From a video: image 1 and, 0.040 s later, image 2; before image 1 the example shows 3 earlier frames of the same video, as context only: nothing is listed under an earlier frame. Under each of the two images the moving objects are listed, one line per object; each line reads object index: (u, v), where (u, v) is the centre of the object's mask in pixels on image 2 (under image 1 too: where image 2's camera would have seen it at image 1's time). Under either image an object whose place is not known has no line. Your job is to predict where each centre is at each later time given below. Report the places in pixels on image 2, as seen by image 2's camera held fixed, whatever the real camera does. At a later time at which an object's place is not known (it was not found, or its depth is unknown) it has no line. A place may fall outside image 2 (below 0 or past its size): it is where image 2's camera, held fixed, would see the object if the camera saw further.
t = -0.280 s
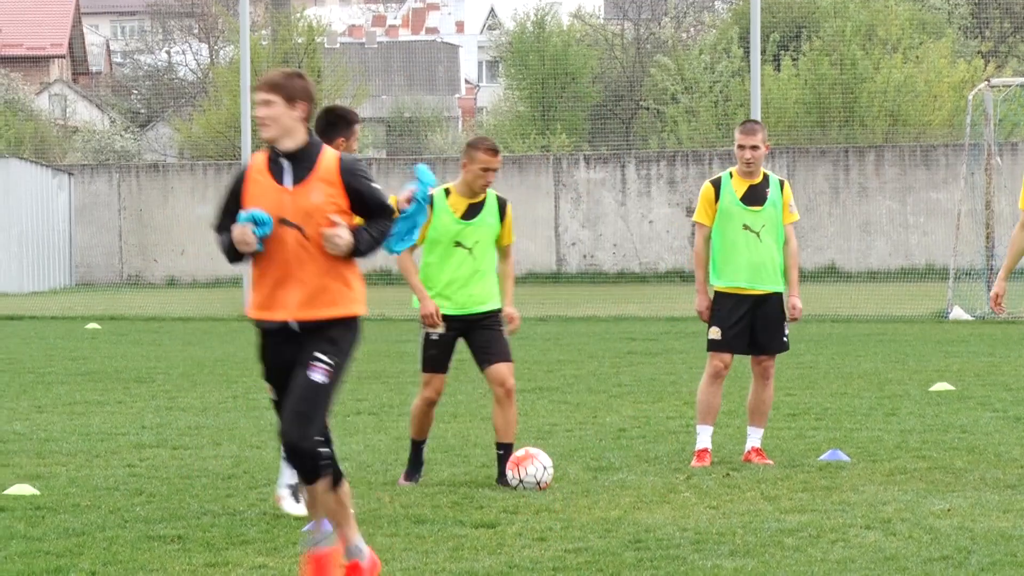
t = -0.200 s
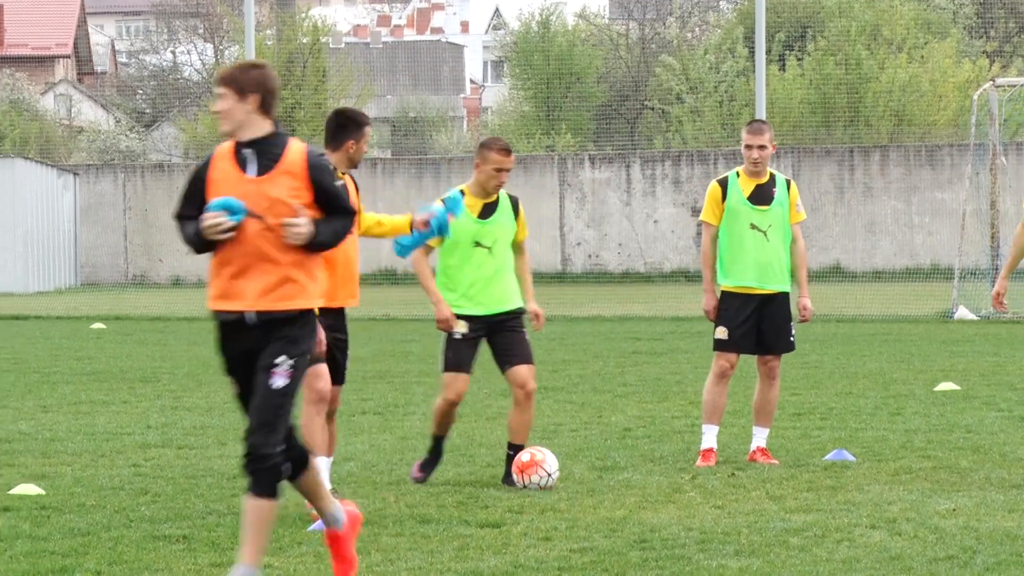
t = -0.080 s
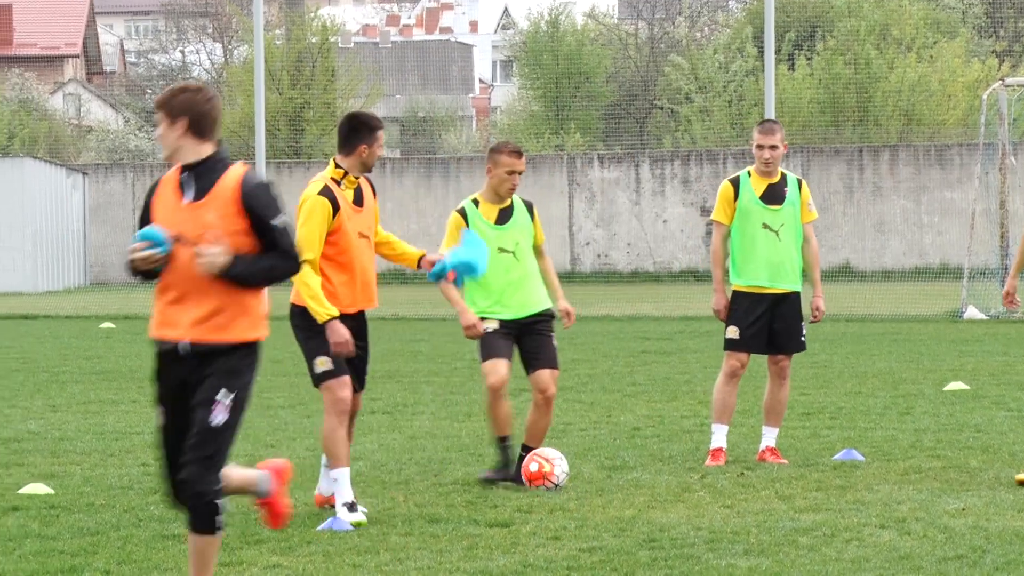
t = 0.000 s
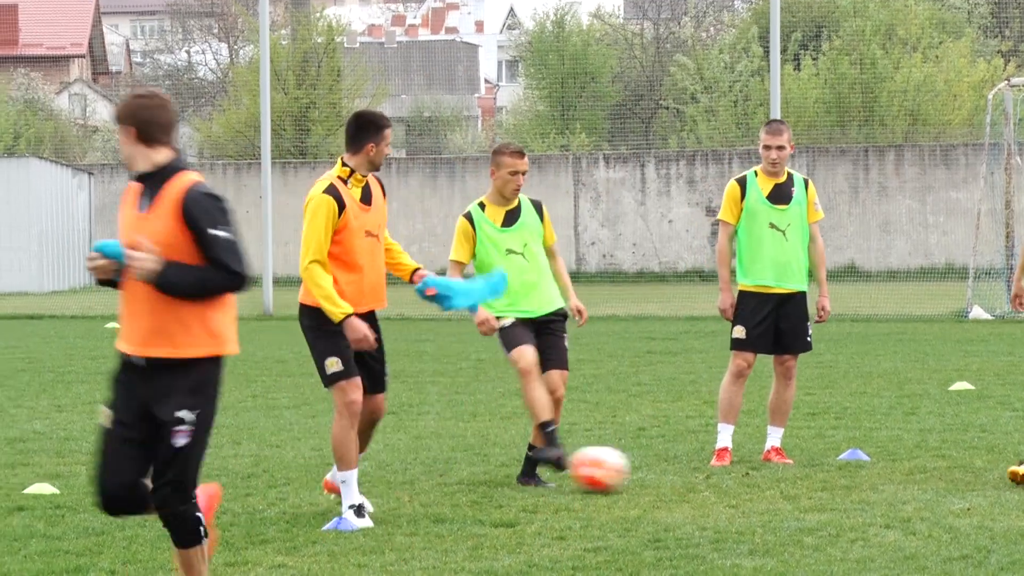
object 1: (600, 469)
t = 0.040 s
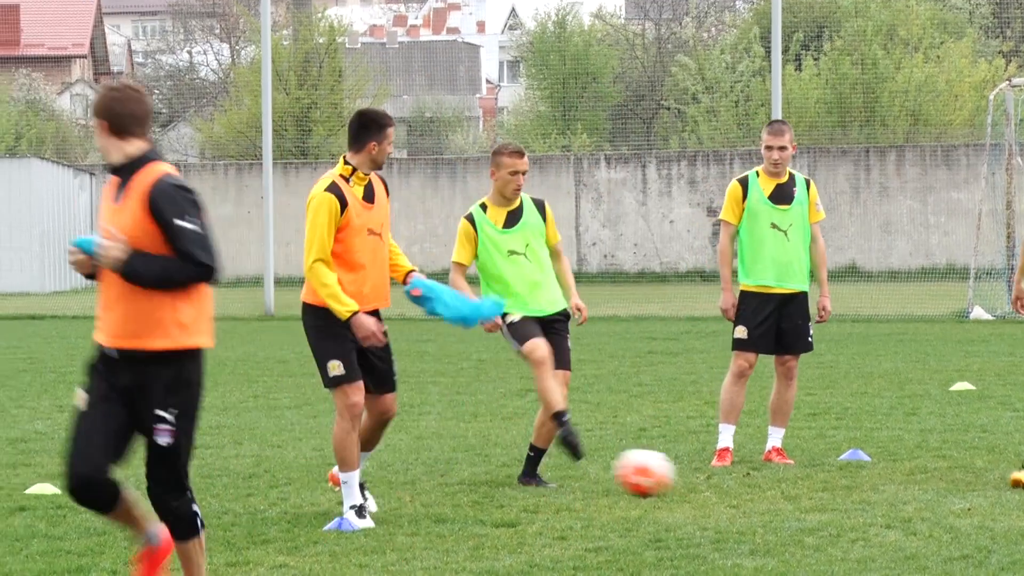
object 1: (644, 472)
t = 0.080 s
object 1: (688, 477)
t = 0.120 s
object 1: (728, 478)
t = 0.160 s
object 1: (767, 477)
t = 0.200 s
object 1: (805, 479)
